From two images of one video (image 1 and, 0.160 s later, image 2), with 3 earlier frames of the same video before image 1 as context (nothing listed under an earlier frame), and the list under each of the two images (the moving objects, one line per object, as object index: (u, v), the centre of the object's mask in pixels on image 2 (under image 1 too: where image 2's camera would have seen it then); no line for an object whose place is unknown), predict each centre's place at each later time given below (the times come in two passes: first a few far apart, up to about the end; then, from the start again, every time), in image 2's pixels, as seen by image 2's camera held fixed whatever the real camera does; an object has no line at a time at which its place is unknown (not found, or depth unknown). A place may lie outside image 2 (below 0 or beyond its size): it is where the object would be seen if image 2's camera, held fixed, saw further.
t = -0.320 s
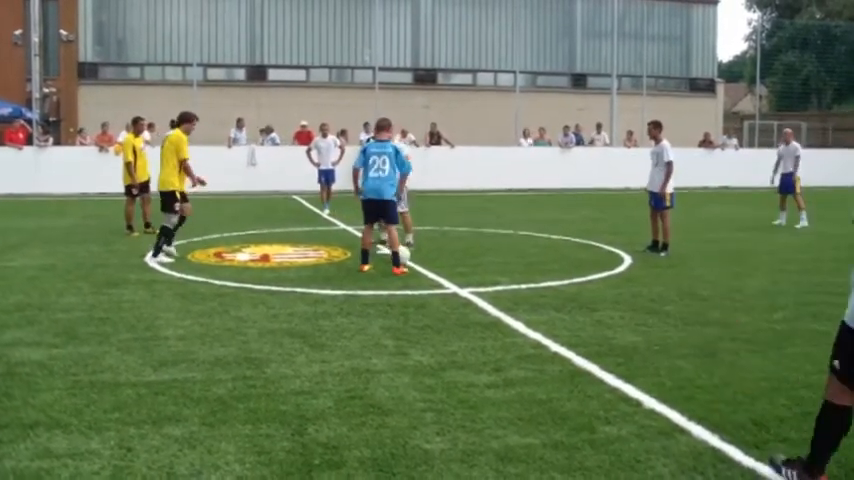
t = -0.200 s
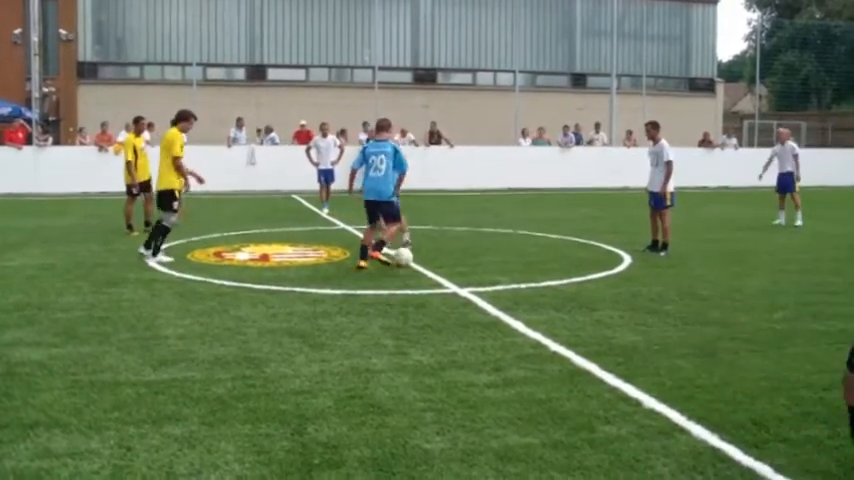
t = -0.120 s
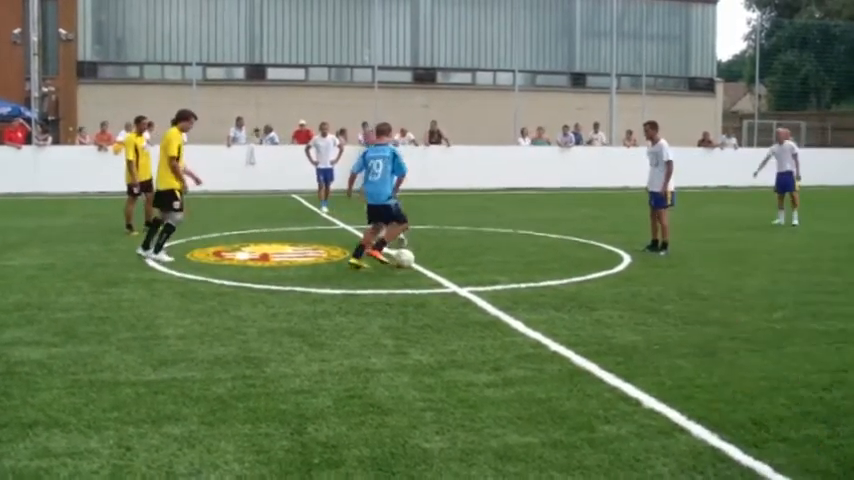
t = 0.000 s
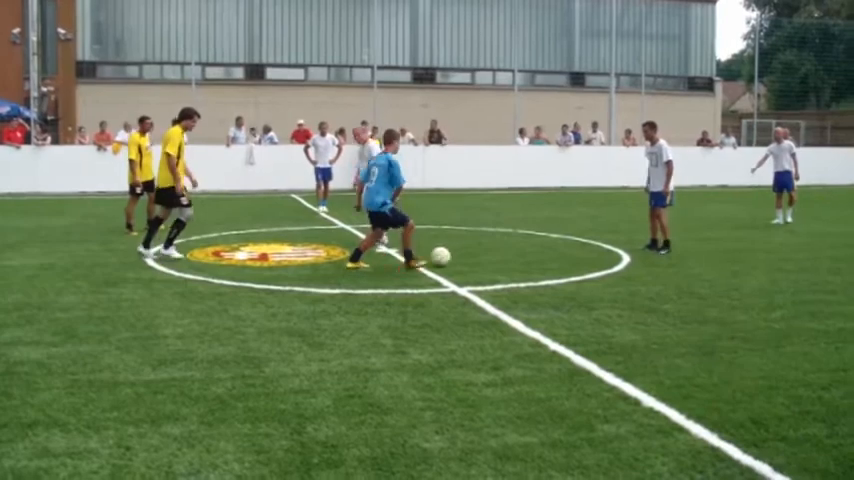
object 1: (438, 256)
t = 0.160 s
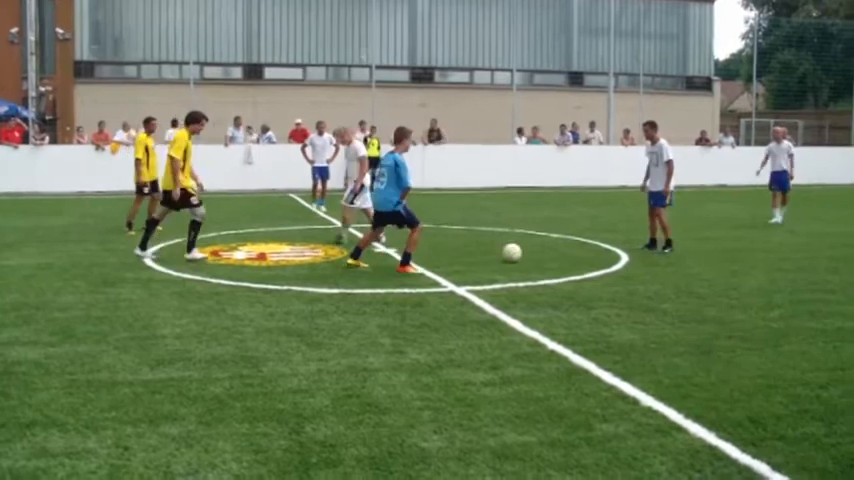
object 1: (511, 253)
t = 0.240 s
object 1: (542, 252)
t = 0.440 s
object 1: (601, 249)
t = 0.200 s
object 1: (527, 252)
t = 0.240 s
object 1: (542, 252)
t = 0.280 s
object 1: (555, 250)
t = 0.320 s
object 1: (567, 250)
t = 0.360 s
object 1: (579, 250)
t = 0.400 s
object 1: (590, 249)
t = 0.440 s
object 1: (601, 249)
